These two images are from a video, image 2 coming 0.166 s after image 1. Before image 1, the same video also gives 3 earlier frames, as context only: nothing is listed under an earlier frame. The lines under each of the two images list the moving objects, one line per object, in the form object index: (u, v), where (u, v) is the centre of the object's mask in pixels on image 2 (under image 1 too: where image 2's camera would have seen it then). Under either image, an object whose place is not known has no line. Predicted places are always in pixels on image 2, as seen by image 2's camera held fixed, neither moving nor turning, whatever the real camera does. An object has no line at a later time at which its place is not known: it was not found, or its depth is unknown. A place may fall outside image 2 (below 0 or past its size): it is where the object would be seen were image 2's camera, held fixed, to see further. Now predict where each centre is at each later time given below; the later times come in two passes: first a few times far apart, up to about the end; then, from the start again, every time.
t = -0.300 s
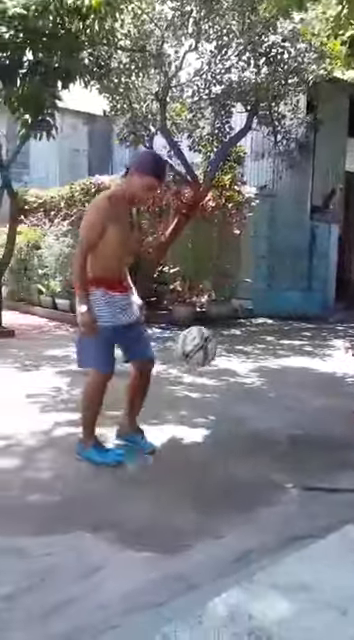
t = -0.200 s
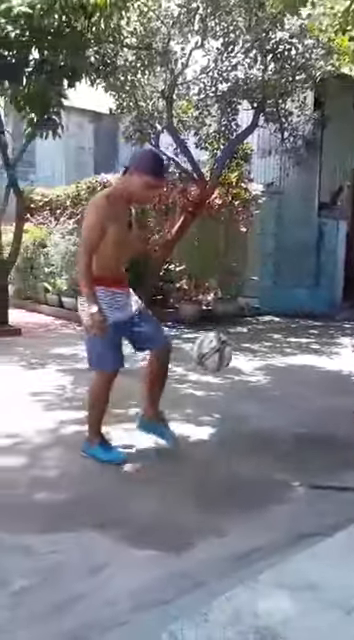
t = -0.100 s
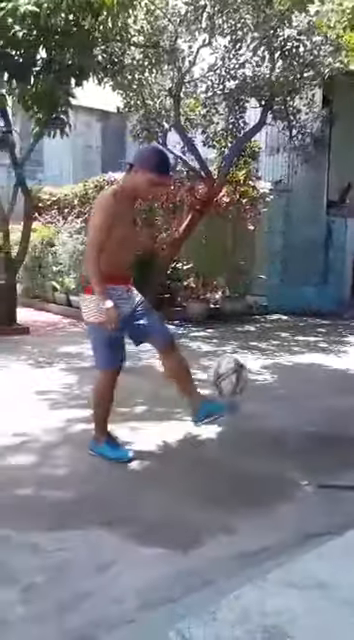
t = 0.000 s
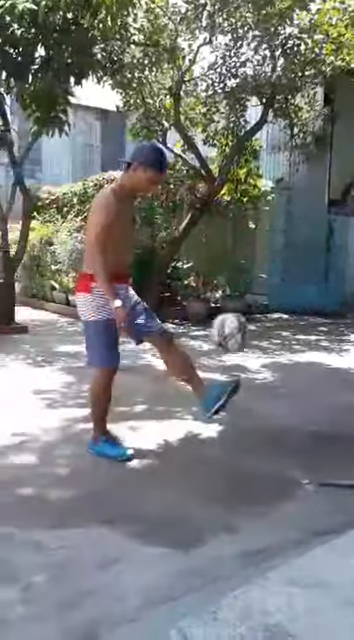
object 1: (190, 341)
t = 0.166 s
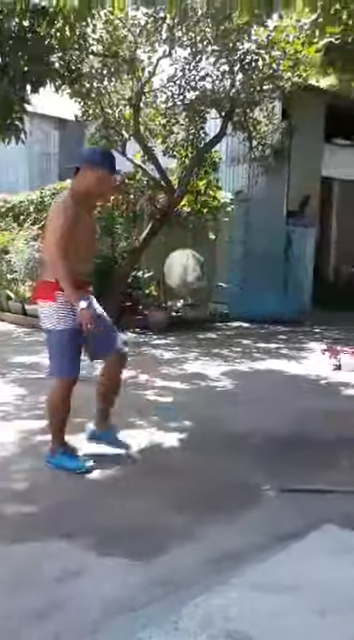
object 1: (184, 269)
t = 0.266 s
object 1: (178, 253)
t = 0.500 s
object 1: (165, 293)
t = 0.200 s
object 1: (182, 262)
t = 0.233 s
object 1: (181, 257)
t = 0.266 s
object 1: (178, 253)
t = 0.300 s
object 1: (177, 253)
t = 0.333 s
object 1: (175, 253)
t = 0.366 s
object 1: (173, 256)
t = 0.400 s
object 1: (170, 262)
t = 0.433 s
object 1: (169, 271)
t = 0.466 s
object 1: (166, 280)
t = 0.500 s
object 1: (165, 293)
